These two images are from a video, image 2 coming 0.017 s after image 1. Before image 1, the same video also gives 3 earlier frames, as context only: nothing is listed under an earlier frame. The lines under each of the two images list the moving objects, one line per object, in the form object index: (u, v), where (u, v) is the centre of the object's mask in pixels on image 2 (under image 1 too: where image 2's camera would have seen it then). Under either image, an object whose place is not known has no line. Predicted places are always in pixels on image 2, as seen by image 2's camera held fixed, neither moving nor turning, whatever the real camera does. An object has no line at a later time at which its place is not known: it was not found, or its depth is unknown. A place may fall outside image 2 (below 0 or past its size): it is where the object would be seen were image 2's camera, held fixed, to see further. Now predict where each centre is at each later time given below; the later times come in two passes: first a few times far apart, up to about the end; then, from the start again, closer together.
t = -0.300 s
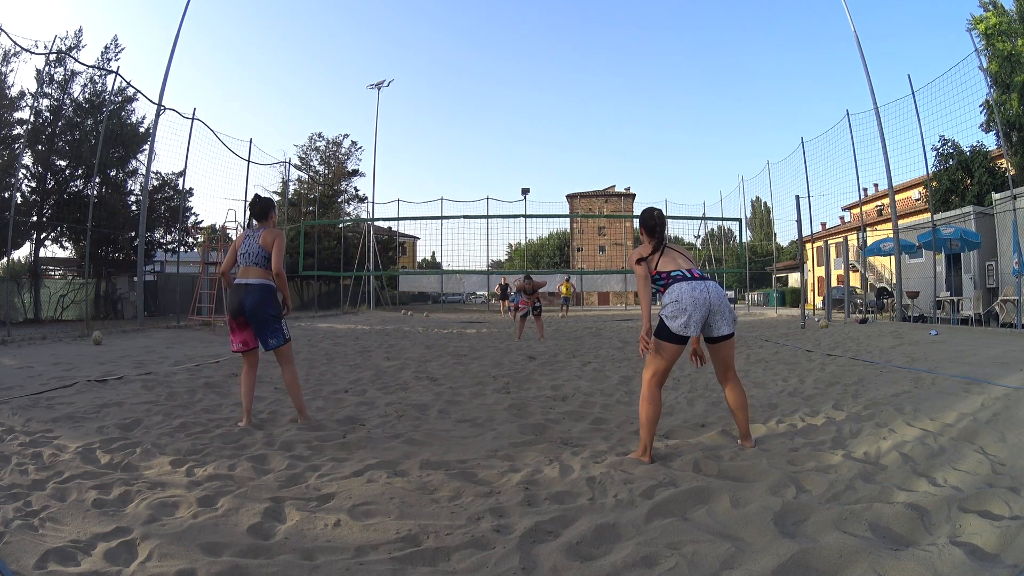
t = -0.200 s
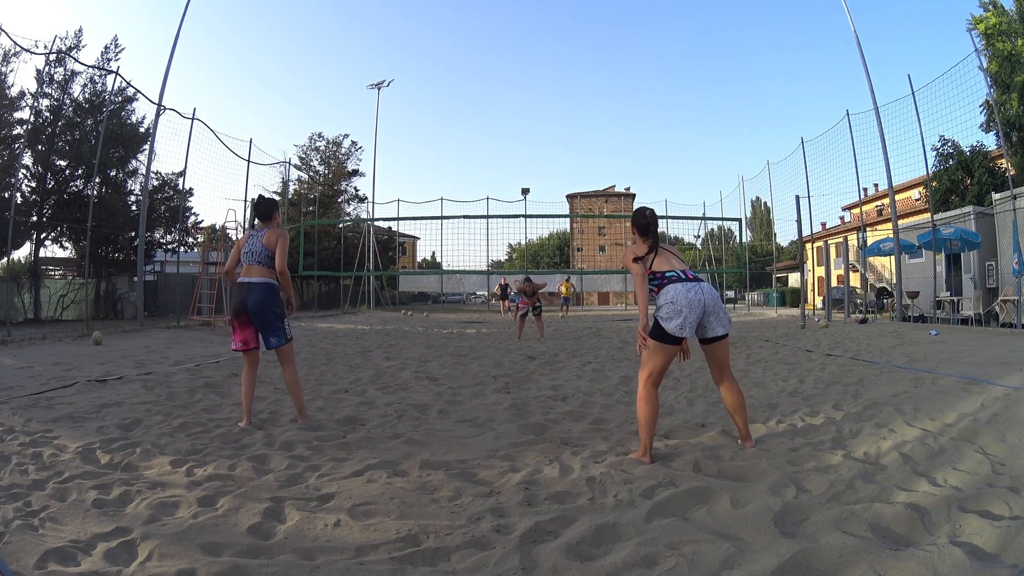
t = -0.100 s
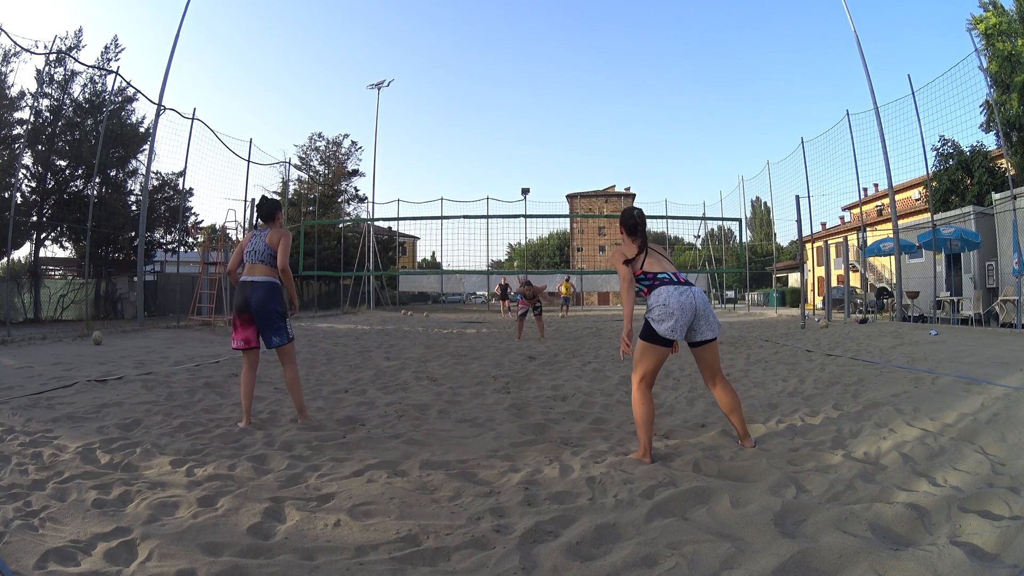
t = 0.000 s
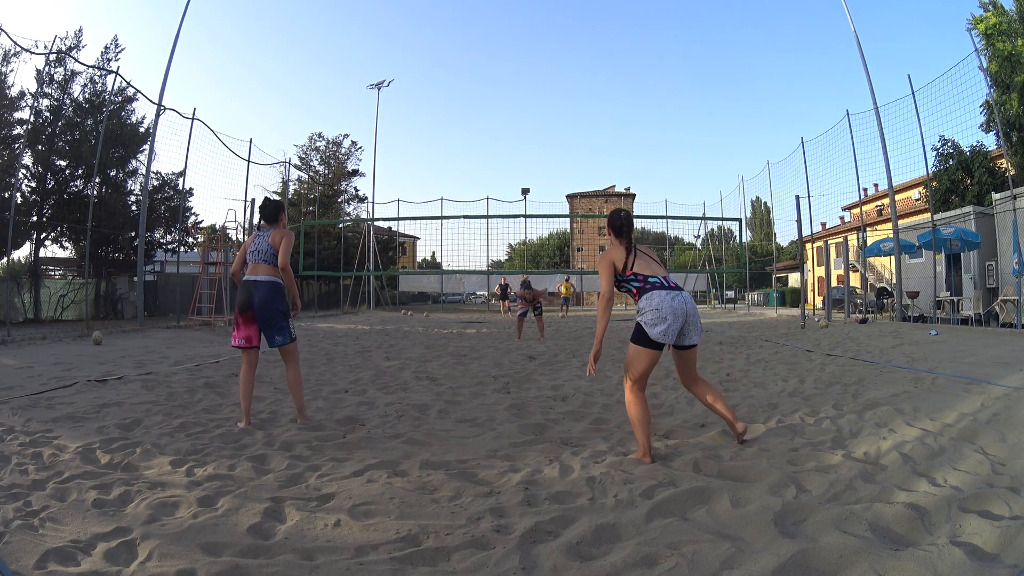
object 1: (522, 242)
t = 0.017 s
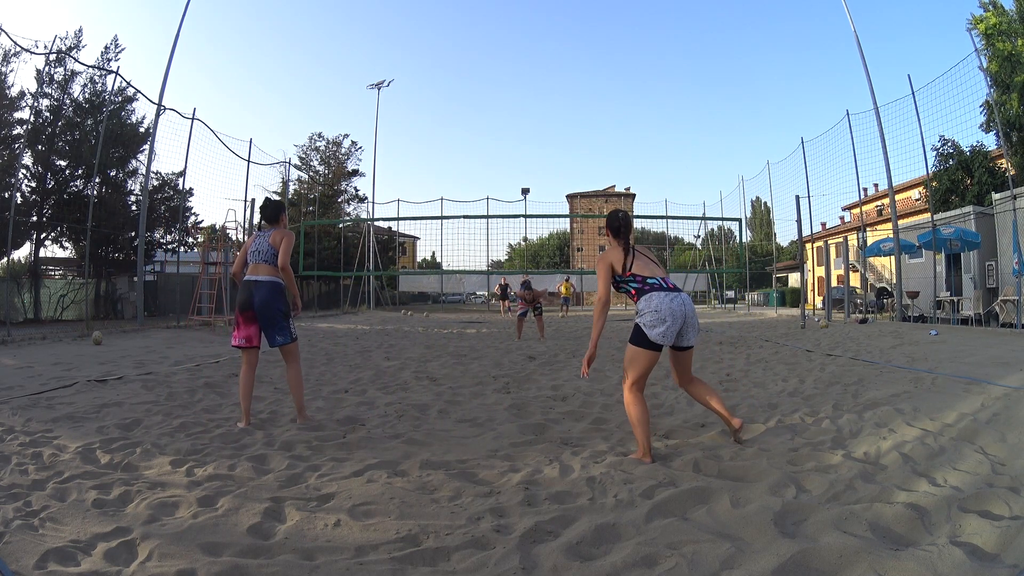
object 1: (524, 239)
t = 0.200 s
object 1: (537, 203)
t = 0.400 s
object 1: (553, 171)
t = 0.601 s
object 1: (571, 150)
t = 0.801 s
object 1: (592, 140)
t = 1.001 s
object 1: (618, 146)
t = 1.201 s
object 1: (653, 179)
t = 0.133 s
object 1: (533, 213)
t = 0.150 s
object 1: (533, 212)
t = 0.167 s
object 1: (534, 209)
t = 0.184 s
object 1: (536, 206)
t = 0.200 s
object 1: (537, 203)
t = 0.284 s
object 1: (543, 189)
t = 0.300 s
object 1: (545, 186)
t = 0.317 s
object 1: (546, 184)
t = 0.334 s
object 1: (547, 181)
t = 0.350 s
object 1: (549, 179)
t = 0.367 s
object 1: (550, 176)
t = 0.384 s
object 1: (552, 174)
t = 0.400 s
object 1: (553, 171)
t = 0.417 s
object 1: (554, 169)
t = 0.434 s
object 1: (556, 167)
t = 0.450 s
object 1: (557, 165)
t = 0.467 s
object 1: (558, 163)
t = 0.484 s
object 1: (560, 161)
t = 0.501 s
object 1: (561, 159)
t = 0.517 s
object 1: (563, 157)
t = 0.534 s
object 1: (564, 156)
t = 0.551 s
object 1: (566, 154)
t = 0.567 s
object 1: (567, 152)
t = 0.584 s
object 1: (569, 151)
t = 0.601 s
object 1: (571, 150)
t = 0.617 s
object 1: (572, 148)
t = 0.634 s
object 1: (574, 147)
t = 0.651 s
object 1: (575, 146)
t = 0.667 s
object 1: (577, 145)
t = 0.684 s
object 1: (579, 144)
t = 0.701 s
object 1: (581, 143)
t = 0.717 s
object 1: (582, 142)
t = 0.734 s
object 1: (584, 141)
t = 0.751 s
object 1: (586, 141)
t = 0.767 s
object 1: (588, 140)
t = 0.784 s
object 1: (590, 140)
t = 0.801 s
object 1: (592, 140)
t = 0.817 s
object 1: (593, 139)
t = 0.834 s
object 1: (595, 139)
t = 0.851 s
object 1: (597, 139)
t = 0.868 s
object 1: (600, 140)
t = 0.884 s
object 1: (602, 140)
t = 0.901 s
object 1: (604, 140)
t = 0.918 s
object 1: (606, 141)
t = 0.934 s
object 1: (608, 142)
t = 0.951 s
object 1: (611, 143)
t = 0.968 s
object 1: (613, 144)
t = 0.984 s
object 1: (615, 145)
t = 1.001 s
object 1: (618, 146)
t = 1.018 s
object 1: (621, 148)
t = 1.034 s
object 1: (623, 150)
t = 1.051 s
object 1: (626, 152)
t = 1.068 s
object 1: (629, 154)
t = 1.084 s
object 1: (631, 156)
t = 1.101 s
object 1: (634, 159)
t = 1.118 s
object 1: (637, 162)
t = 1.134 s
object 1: (640, 165)
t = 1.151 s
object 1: (643, 168)
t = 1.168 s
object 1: (647, 171)
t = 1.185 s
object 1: (650, 175)
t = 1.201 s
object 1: (653, 179)
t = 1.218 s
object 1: (657, 184)
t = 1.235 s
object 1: (660, 188)
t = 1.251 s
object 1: (664, 193)
